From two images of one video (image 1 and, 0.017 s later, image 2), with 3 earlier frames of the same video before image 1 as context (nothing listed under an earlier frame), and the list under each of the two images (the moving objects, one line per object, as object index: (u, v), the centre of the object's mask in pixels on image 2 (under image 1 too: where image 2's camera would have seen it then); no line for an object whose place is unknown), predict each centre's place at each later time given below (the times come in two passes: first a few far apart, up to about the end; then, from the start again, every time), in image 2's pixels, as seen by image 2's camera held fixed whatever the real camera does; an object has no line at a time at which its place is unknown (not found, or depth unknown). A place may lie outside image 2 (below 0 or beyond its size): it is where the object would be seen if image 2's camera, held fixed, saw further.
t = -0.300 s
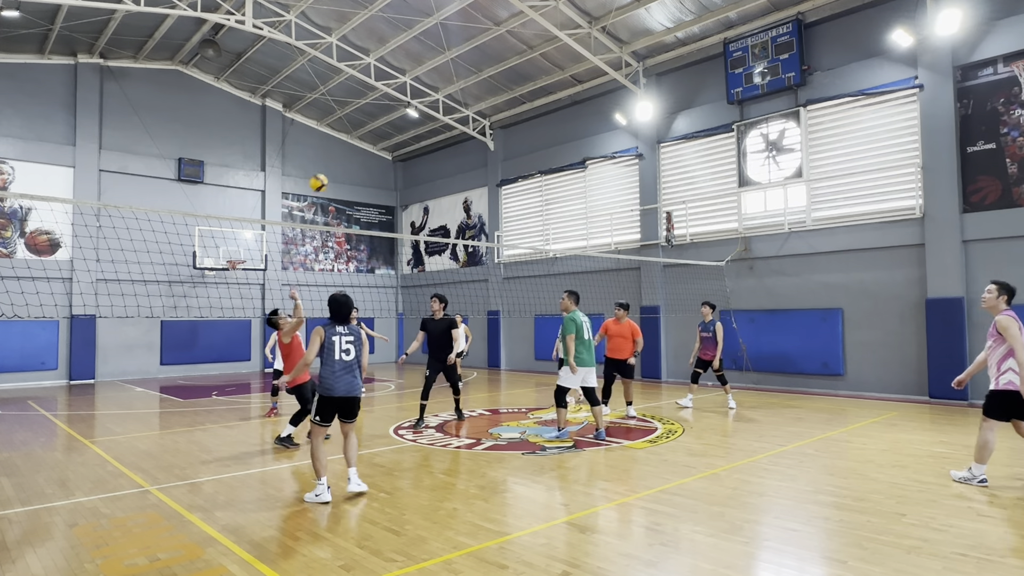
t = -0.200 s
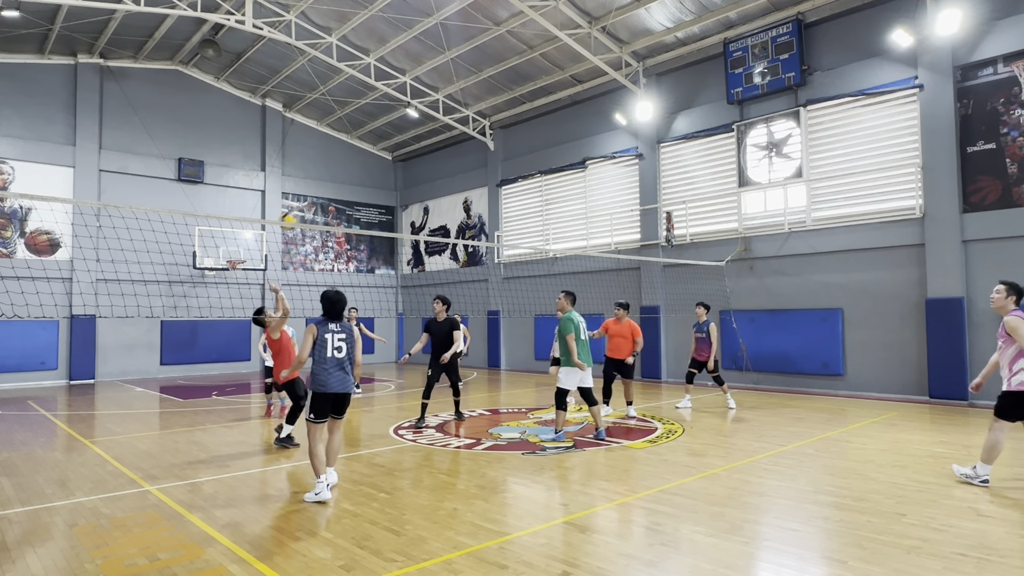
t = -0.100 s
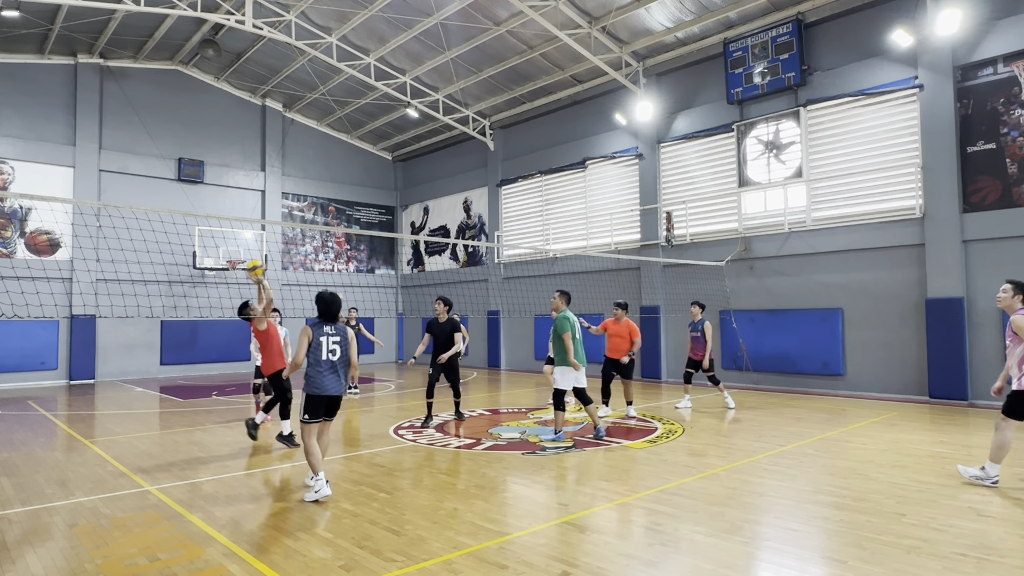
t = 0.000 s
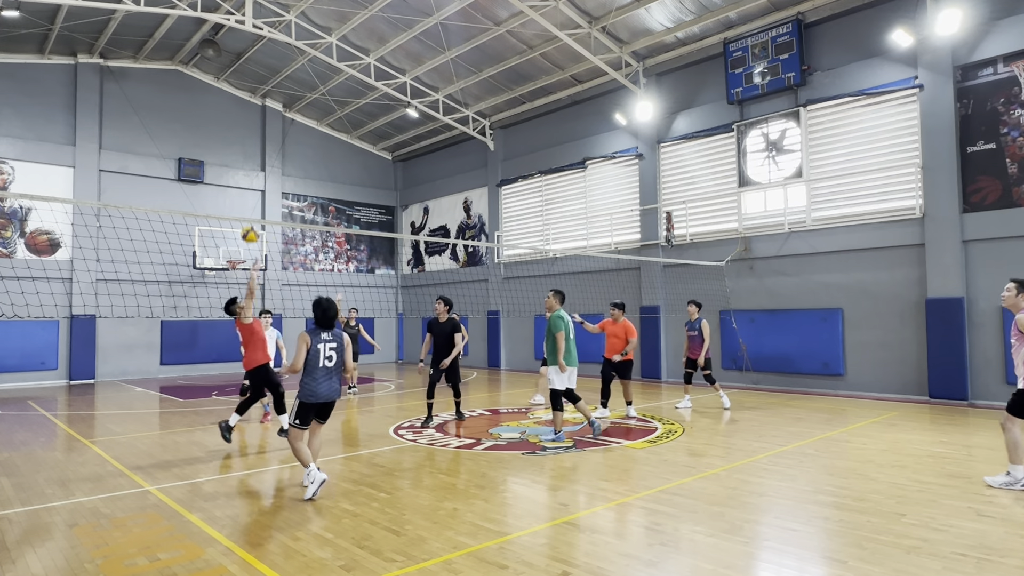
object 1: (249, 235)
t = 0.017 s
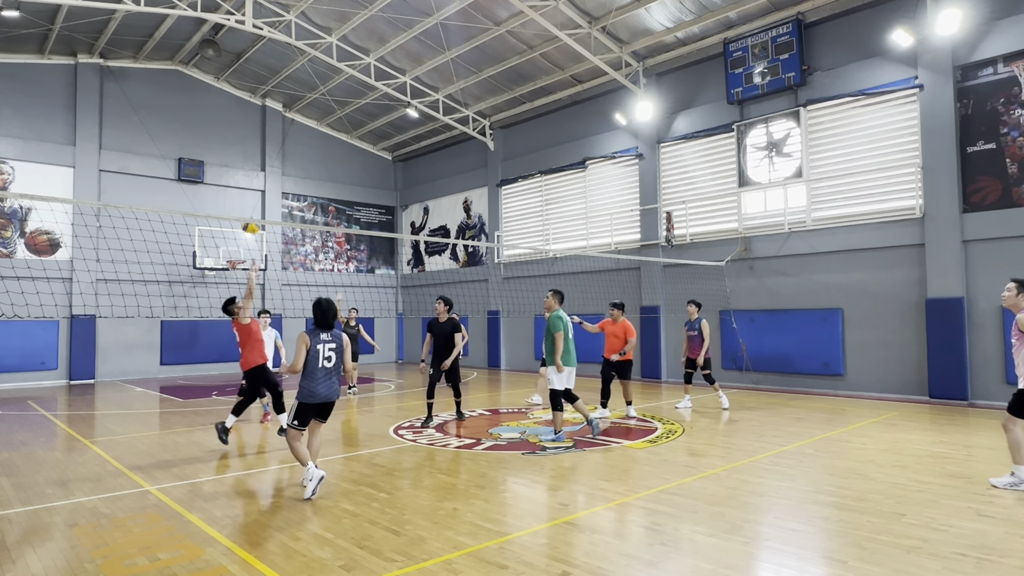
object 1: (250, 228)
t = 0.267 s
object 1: (257, 130)
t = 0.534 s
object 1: (263, 90)
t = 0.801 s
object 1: (267, 103)
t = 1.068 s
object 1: (271, 165)
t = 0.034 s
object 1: (251, 217)
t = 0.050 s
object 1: (251, 210)
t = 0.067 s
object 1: (252, 203)
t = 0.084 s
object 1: (252, 195)
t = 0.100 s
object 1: (253, 188)
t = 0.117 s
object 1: (253, 181)
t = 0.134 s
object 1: (254, 174)
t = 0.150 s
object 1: (254, 167)
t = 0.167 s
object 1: (255, 162)
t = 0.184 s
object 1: (255, 155)
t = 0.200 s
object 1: (256, 150)
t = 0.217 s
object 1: (256, 145)
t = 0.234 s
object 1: (257, 140)
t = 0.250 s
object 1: (257, 135)
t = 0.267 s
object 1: (257, 130)
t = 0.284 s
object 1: (258, 126)
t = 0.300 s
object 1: (258, 122)
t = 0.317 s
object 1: (259, 118)
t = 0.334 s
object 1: (259, 115)
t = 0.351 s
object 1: (259, 112)
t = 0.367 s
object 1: (260, 108)
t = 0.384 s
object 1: (260, 105)
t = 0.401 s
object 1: (260, 103)
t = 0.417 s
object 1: (261, 100)
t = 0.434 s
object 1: (261, 98)
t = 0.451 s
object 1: (261, 96)
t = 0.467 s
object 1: (262, 94)
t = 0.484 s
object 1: (262, 93)
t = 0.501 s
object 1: (262, 92)
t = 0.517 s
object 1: (262, 91)
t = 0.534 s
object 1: (263, 90)
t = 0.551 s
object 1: (263, 89)
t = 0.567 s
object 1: (263, 89)
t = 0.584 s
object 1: (264, 89)
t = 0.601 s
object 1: (264, 88)
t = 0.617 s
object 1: (264, 89)
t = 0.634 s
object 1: (264, 89)
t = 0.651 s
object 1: (265, 90)
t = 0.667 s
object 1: (265, 90)
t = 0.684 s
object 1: (265, 91)
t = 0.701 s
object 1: (265, 92)
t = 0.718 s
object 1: (266, 94)
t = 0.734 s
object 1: (266, 95)
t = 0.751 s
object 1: (266, 96)
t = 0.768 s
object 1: (267, 98)
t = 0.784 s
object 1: (267, 101)
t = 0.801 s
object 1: (267, 103)
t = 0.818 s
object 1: (268, 106)
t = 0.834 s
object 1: (268, 108)
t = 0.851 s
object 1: (268, 111)
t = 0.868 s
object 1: (268, 114)
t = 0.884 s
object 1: (268, 117)
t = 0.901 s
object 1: (269, 121)
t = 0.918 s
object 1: (269, 124)
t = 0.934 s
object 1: (269, 128)
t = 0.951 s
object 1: (269, 132)
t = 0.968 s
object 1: (269, 136)
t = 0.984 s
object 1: (270, 141)
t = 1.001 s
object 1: (270, 145)
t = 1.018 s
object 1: (270, 150)
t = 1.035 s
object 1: (270, 155)
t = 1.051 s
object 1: (271, 160)
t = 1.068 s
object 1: (271, 165)
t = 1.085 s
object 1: (272, 170)
